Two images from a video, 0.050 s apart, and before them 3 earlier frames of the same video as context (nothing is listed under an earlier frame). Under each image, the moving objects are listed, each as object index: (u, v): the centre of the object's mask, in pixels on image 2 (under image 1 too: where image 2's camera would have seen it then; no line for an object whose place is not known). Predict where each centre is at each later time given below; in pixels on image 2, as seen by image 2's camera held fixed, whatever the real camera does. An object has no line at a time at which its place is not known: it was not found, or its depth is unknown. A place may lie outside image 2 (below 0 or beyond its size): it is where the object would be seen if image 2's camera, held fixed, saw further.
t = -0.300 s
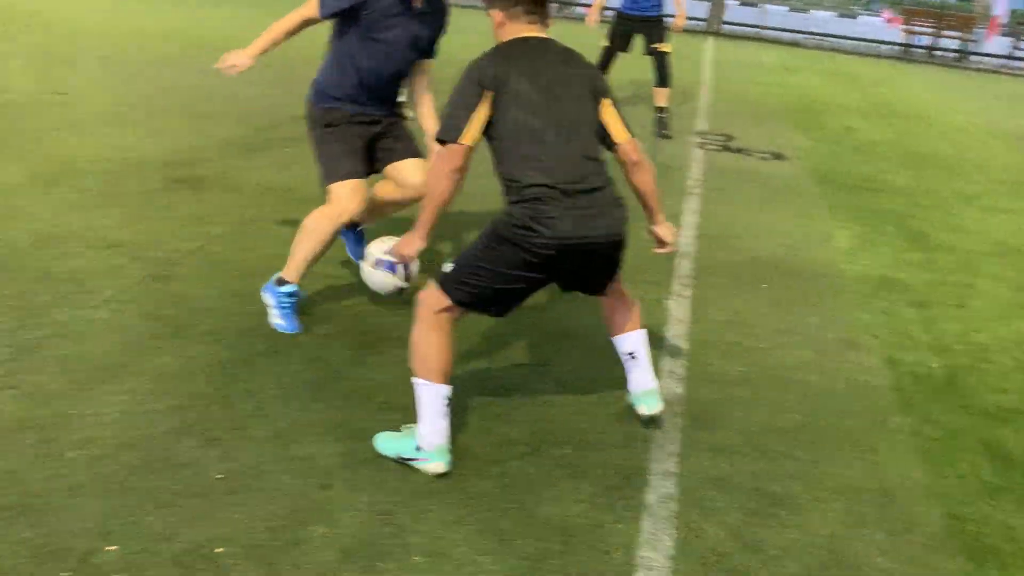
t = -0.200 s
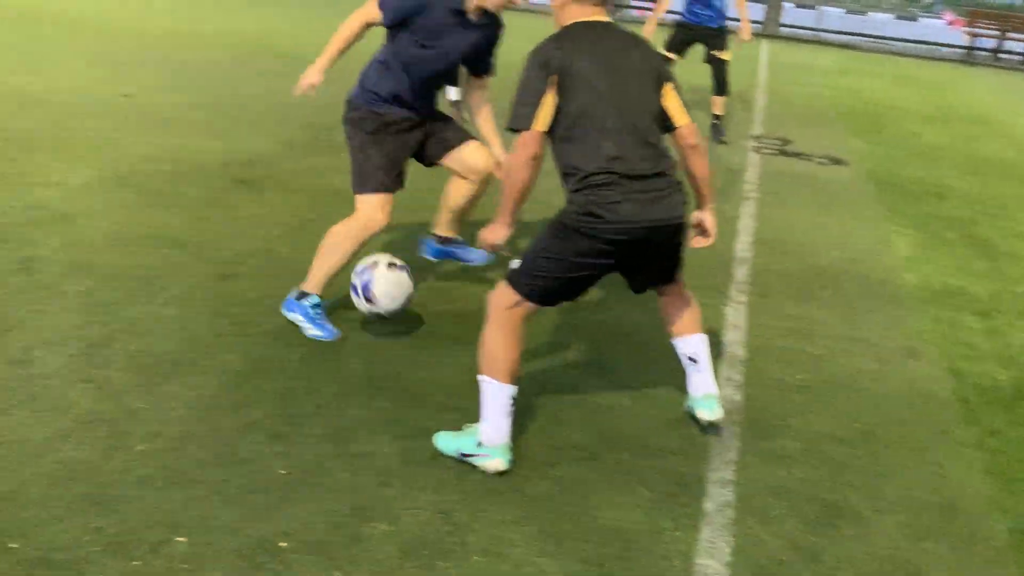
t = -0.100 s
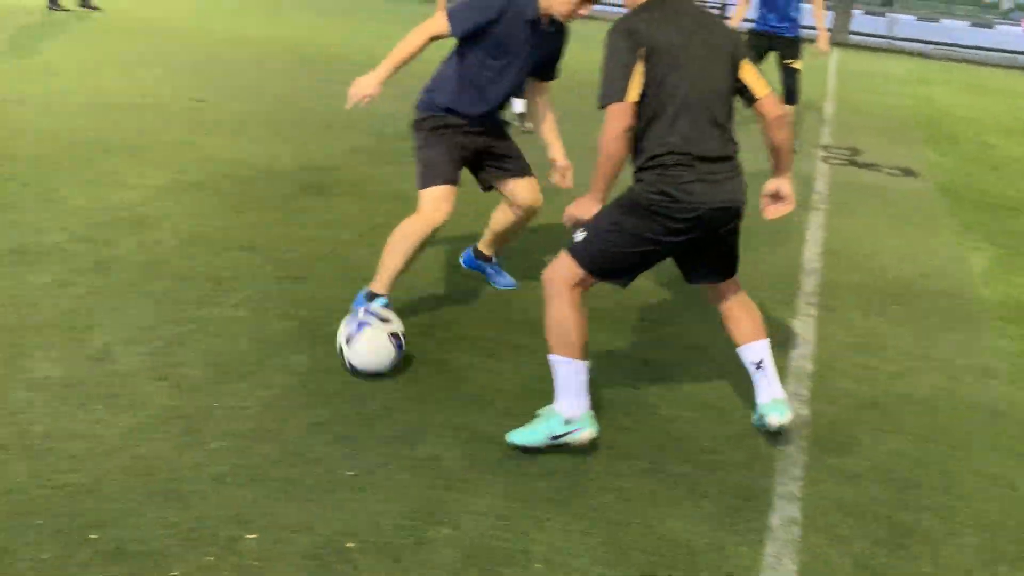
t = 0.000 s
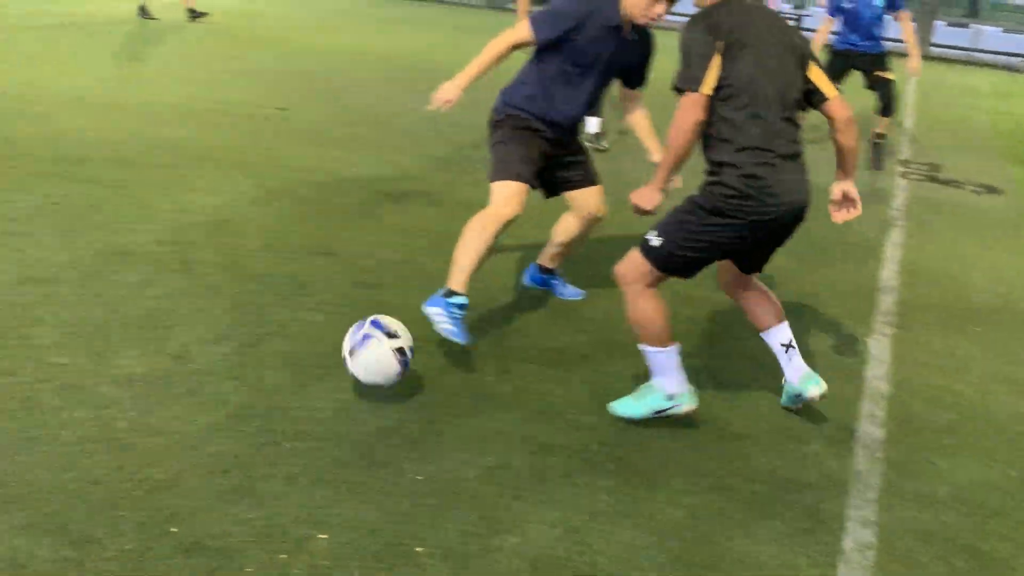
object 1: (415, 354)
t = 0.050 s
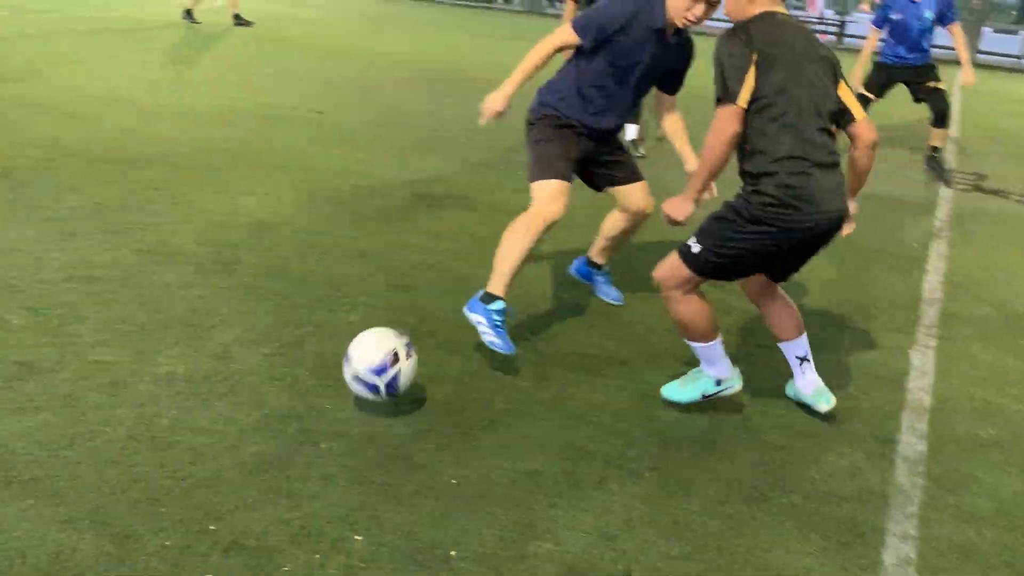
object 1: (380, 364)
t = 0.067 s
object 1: (368, 369)
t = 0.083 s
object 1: (357, 373)
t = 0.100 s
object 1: (343, 381)
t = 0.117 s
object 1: (330, 390)
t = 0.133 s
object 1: (317, 397)
